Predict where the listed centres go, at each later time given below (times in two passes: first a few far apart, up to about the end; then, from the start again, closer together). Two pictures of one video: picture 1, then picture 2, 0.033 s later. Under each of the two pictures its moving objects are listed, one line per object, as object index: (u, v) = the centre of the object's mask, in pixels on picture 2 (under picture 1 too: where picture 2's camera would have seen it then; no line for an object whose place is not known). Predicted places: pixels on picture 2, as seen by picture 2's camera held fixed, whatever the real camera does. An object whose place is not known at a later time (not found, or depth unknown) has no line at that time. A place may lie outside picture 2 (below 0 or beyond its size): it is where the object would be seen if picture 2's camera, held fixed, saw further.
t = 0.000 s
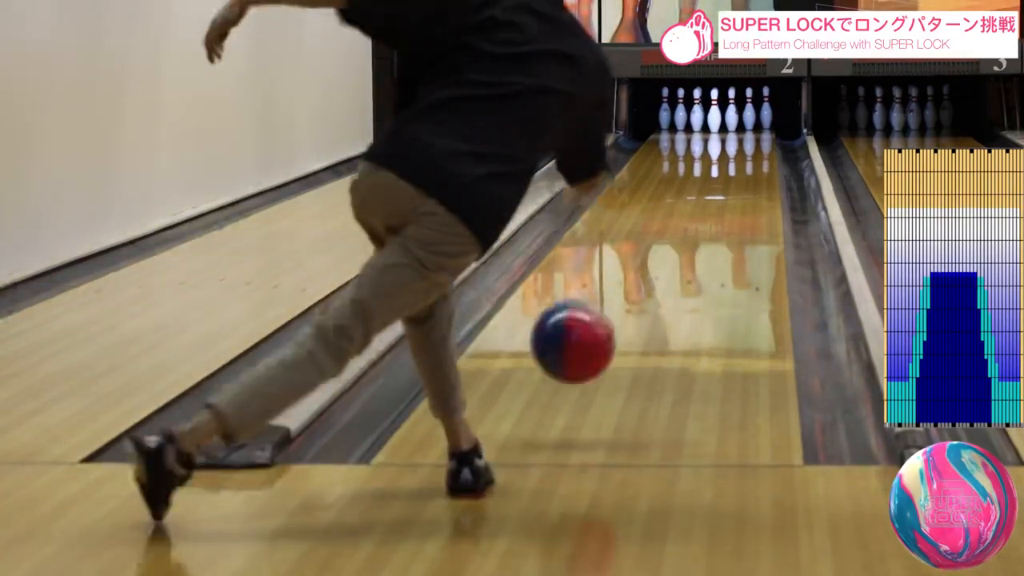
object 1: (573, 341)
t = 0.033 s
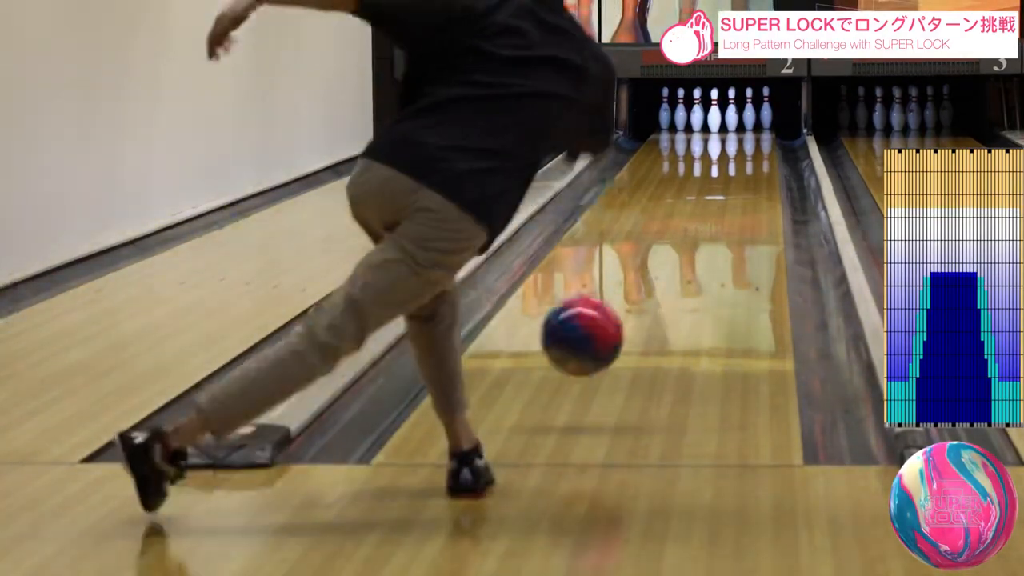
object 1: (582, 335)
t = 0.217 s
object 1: (622, 331)
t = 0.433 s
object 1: (658, 280)
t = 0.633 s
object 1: (677, 246)
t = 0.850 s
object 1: (695, 218)
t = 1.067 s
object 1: (707, 196)
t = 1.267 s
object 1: (716, 178)
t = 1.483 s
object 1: (724, 164)
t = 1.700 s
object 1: (729, 152)
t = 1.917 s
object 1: (734, 141)
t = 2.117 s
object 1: (735, 133)
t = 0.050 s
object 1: (586, 334)
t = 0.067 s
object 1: (590, 334)
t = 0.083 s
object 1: (594, 335)
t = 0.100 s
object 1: (599, 336)
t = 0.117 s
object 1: (602, 339)
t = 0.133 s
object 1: (606, 343)
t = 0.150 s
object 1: (609, 346)
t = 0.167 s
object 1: (613, 346)
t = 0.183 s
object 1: (616, 340)
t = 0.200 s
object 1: (619, 334)
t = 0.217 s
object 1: (622, 331)
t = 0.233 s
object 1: (625, 327)
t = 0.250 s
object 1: (628, 323)
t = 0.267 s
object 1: (631, 318)
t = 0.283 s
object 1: (634, 314)
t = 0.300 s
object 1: (636, 310)
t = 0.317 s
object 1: (639, 306)
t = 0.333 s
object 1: (642, 303)
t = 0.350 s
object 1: (644, 299)
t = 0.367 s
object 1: (646, 295)
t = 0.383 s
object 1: (648, 291)
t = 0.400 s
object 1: (652, 290)
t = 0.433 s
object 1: (658, 280)
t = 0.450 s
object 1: (657, 278)
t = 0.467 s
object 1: (659, 274)
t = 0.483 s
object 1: (661, 271)
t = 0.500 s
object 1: (663, 268)
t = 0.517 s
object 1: (665, 266)
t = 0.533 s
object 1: (667, 262)
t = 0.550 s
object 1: (668, 259)
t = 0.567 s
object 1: (670, 257)
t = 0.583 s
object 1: (672, 253)
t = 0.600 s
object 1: (674, 251)
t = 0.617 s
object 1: (675, 249)
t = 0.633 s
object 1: (677, 246)
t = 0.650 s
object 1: (679, 244)
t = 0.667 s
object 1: (680, 241)
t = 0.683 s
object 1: (681, 239)
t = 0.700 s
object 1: (682, 237)
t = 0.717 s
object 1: (684, 235)
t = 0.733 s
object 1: (686, 232)
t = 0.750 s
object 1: (687, 230)
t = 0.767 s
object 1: (688, 228)
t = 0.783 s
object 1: (689, 227)
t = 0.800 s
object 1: (691, 224)
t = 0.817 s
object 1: (692, 222)
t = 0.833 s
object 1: (694, 220)
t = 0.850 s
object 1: (695, 218)
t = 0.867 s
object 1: (695, 217)
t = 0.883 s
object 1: (696, 215)
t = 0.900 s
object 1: (697, 213)
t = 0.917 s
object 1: (698, 211)
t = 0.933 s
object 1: (699, 209)
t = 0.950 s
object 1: (700, 207)
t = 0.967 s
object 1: (701, 205)
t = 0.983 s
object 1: (703, 204)
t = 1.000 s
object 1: (704, 202)
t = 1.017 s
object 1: (705, 201)
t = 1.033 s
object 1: (705, 199)
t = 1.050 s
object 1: (706, 197)
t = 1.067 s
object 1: (707, 196)
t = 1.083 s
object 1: (708, 194)
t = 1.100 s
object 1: (709, 193)
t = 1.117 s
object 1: (710, 192)
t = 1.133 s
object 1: (711, 189)
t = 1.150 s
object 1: (711, 187)
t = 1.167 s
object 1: (712, 187)
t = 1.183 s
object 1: (713, 186)
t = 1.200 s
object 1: (714, 184)
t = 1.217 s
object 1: (715, 183)
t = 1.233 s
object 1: (715, 181)
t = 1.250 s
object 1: (716, 179)
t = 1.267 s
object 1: (716, 178)
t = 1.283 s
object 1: (717, 178)
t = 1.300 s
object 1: (718, 177)
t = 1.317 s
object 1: (719, 175)
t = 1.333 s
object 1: (720, 173)
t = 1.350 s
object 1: (720, 172)
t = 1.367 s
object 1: (721, 171)
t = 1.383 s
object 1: (721, 170)
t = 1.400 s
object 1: (721, 169)
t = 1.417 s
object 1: (722, 169)
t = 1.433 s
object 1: (723, 167)
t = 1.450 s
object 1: (724, 166)
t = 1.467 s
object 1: (724, 165)
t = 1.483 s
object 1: (724, 164)
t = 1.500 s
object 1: (725, 163)
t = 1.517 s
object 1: (725, 162)
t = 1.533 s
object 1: (725, 161)
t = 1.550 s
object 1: (726, 160)
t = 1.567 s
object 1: (727, 159)
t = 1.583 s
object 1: (727, 159)
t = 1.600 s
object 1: (727, 157)
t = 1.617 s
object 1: (728, 157)
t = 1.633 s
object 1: (728, 156)
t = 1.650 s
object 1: (729, 155)
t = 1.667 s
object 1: (729, 155)
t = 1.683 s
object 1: (729, 154)
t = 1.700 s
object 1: (729, 152)
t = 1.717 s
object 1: (730, 152)
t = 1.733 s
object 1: (730, 151)
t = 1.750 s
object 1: (731, 150)
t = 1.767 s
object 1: (731, 150)
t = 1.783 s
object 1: (731, 149)
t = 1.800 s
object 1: (732, 147)
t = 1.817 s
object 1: (732, 146)
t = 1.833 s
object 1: (733, 144)
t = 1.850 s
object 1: (733, 144)
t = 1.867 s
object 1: (733, 144)
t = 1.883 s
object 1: (733, 142)
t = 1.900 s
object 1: (734, 142)
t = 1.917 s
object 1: (734, 141)
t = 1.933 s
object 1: (734, 141)
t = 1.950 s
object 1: (734, 140)
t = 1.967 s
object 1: (735, 138)
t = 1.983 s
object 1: (735, 137)
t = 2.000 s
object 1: (736, 137)
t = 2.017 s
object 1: (736, 137)
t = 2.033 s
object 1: (736, 136)
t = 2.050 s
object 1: (736, 135)
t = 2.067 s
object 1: (735, 135)
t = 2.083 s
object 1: (735, 134)
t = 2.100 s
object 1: (735, 133)
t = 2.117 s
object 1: (735, 133)
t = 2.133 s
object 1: (736, 132)
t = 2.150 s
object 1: (735, 132)
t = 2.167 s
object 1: (736, 131)
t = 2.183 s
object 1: (736, 130)
